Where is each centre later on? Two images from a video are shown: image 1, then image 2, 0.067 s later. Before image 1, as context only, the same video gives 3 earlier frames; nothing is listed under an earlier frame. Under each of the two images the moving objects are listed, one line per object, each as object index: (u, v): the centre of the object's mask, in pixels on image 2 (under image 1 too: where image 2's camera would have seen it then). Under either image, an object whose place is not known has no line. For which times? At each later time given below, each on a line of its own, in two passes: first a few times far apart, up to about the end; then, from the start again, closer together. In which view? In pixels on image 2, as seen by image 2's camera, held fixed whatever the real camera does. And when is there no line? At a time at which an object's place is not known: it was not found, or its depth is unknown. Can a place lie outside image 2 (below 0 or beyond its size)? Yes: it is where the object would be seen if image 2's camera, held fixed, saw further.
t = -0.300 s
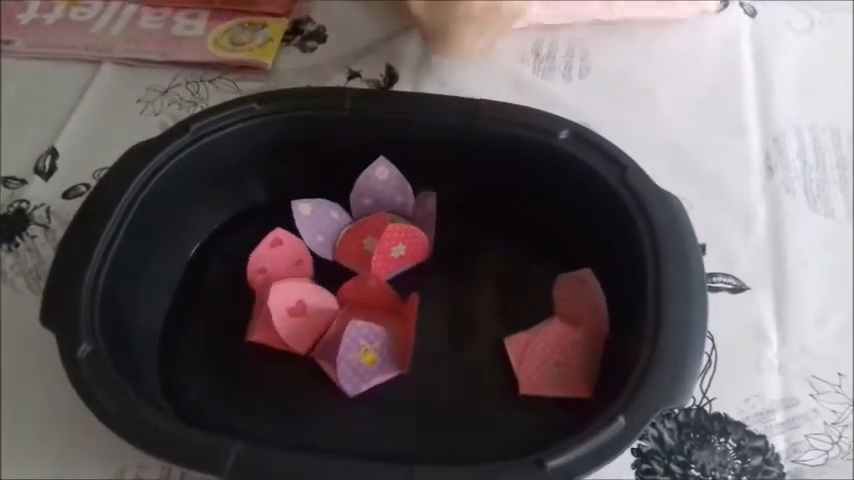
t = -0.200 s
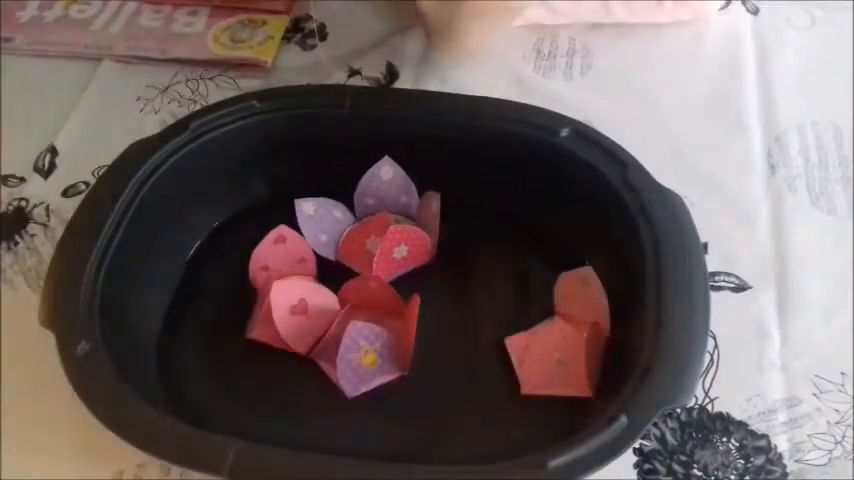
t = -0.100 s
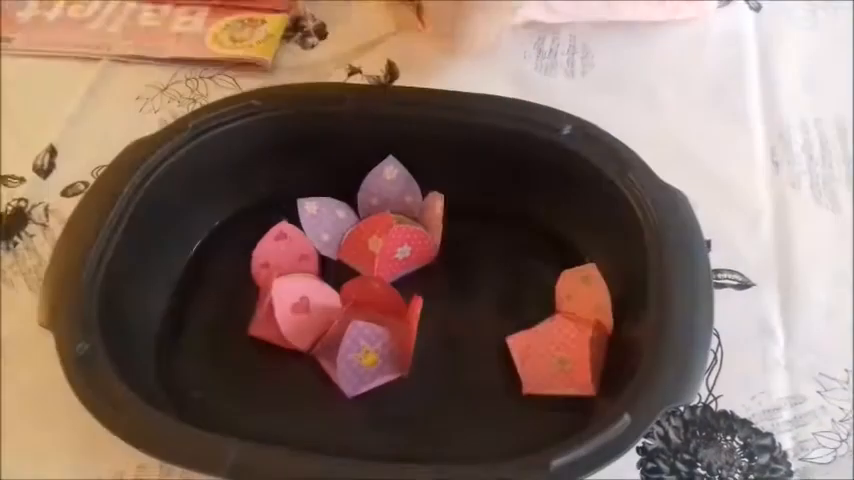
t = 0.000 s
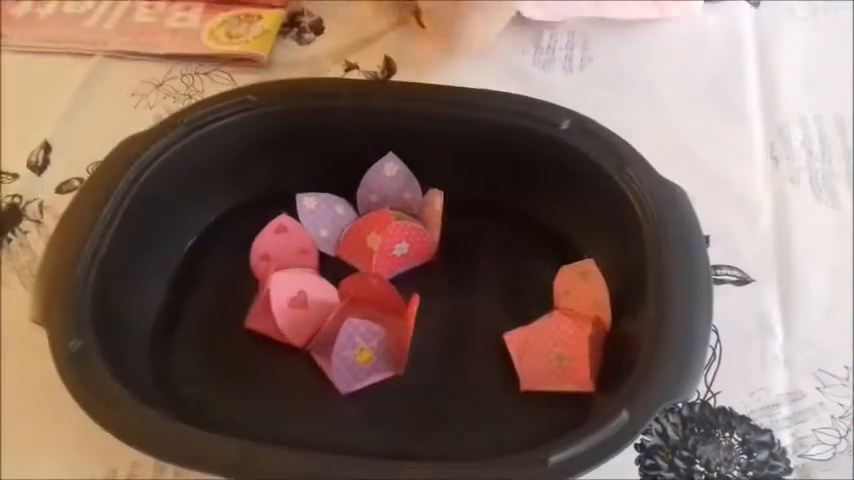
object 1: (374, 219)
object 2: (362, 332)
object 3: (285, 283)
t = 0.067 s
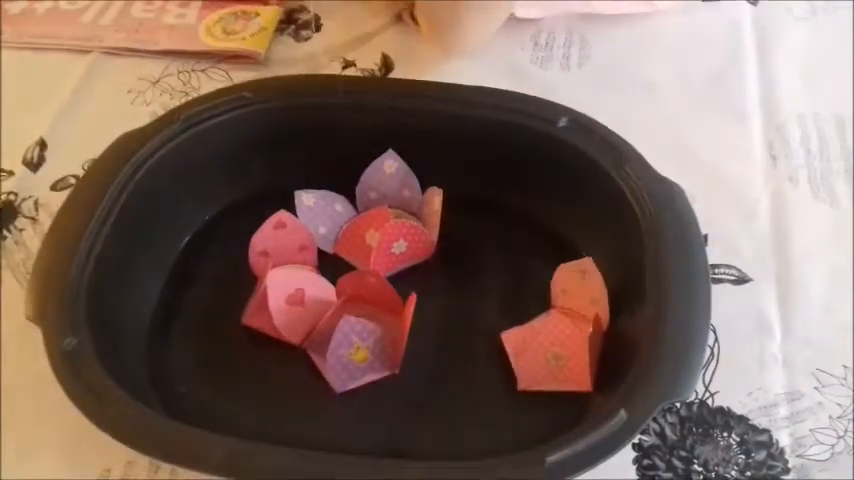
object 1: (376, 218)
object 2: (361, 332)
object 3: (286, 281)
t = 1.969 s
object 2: (344, 344)
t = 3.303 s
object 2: (341, 353)
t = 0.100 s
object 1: (377, 218)
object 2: (361, 331)
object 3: (286, 280)
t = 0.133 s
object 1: (378, 217)
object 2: (361, 331)
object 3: (287, 279)
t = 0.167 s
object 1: (379, 217)
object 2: (361, 331)
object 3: (287, 278)
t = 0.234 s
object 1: (380, 216)
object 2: (359, 330)
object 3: (288, 275)
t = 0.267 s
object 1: (381, 216)
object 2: (359, 330)
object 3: (288, 274)
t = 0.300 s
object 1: (382, 217)
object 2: (358, 331)
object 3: (289, 274)
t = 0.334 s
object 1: (383, 217)
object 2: (357, 331)
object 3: (289, 273)
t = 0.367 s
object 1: (383, 217)
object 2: (357, 331)
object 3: (290, 273)
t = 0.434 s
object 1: (385, 217)
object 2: (357, 332)
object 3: (290, 272)
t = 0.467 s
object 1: (385, 217)
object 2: (357, 332)
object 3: (290, 272)
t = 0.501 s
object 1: (386, 218)
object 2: (356, 332)
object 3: (290, 271)
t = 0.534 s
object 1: (386, 218)
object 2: (356, 332)
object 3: (291, 271)
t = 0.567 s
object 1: (387, 219)
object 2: (356, 333)
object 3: (291, 272)
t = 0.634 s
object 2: (354, 334)
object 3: (291, 272)
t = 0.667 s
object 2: (355, 335)
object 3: (292, 272)
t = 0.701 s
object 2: (354, 336)
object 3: (292, 273)
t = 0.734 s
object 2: (354, 337)
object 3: (292, 272)
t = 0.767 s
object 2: (354, 338)
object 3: (293, 273)
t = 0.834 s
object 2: (353, 339)
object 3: (293, 273)
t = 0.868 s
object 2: (353, 339)
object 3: (294, 273)
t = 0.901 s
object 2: (353, 340)
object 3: (294, 274)
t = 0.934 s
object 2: (353, 340)
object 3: (295, 273)
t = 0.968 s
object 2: (353, 340)
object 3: (295, 273)
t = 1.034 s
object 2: (353, 341)
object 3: (296, 273)
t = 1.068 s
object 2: (353, 341)
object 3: (297, 273)
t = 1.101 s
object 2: (353, 341)
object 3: (297, 272)
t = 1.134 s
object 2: (352, 341)
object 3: (298, 272)
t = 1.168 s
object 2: (352, 340)
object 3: (298, 271)
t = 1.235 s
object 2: (352, 340)
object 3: (299, 270)
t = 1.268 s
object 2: (351, 340)
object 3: (300, 270)
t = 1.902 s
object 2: (345, 343)
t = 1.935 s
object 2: (345, 344)
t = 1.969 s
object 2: (344, 344)
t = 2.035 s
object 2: (344, 344)
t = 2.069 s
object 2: (343, 344)
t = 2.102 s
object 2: (344, 344)
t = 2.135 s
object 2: (343, 344)
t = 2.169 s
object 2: (344, 344)
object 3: (307, 269)
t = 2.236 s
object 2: (344, 344)
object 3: (308, 269)
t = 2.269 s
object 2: (344, 345)
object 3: (308, 269)
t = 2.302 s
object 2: (344, 344)
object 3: (308, 268)
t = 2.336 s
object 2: (344, 345)
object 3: (309, 268)
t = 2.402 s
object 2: (343, 345)
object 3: (310, 268)
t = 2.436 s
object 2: (343, 345)
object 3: (310, 268)
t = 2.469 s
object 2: (344, 345)
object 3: (310, 268)
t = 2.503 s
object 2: (343, 345)
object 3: (310, 268)
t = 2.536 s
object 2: (345, 348)
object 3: (311, 268)
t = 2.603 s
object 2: (344, 349)
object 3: (311, 268)
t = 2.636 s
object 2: (345, 349)
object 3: (312, 269)
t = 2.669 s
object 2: (344, 350)
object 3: (312, 269)
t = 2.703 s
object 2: (344, 350)
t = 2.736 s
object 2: (344, 350)
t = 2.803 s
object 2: (344, 350)
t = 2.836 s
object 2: (344, 350)
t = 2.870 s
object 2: (344, 351)
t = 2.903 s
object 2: (344, 351)
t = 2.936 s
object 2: (344, 352)
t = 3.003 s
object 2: (343, 352)
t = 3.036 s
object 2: (343, 352)
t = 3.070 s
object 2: (342, 352)
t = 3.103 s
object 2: (342, 353)
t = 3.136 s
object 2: (342, 353)
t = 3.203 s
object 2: (341, 353)
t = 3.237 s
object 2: (341, 353)
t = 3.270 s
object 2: (341, 353)
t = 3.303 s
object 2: (341, 353)
